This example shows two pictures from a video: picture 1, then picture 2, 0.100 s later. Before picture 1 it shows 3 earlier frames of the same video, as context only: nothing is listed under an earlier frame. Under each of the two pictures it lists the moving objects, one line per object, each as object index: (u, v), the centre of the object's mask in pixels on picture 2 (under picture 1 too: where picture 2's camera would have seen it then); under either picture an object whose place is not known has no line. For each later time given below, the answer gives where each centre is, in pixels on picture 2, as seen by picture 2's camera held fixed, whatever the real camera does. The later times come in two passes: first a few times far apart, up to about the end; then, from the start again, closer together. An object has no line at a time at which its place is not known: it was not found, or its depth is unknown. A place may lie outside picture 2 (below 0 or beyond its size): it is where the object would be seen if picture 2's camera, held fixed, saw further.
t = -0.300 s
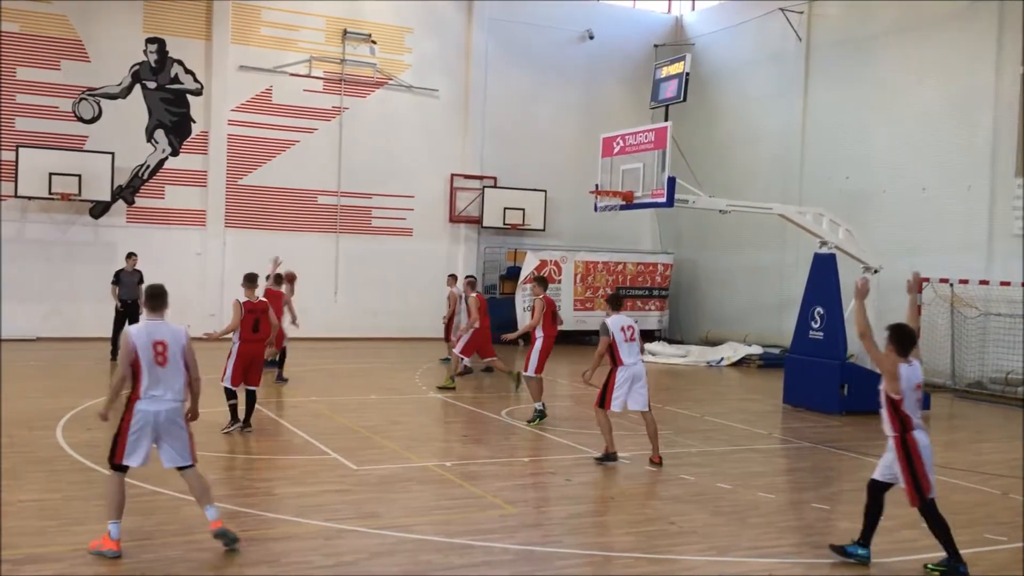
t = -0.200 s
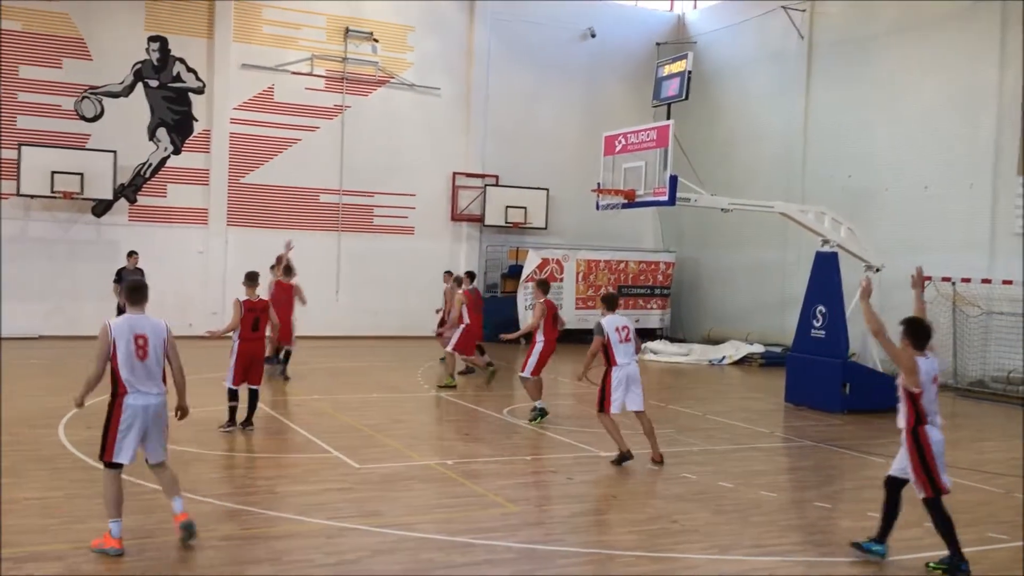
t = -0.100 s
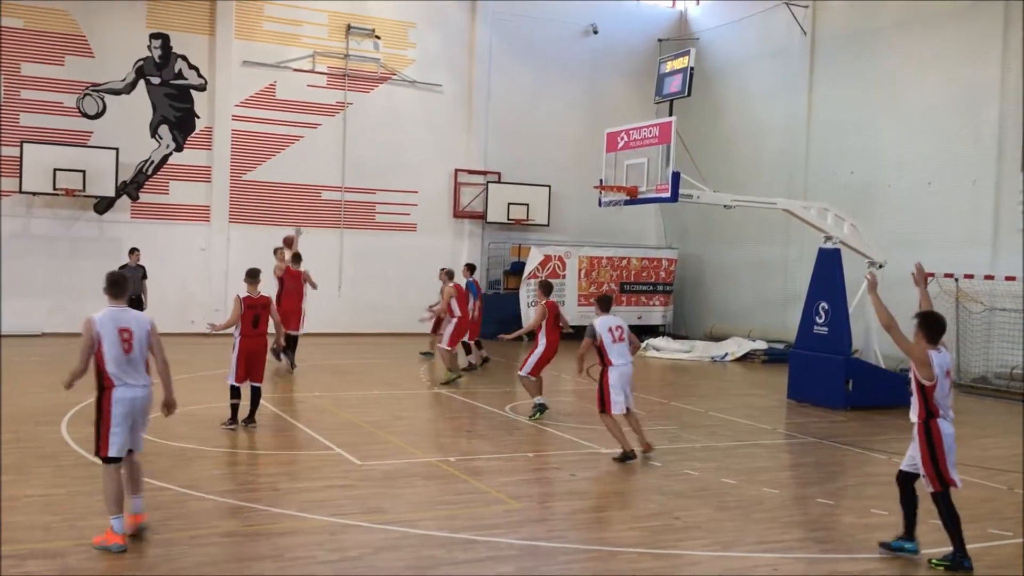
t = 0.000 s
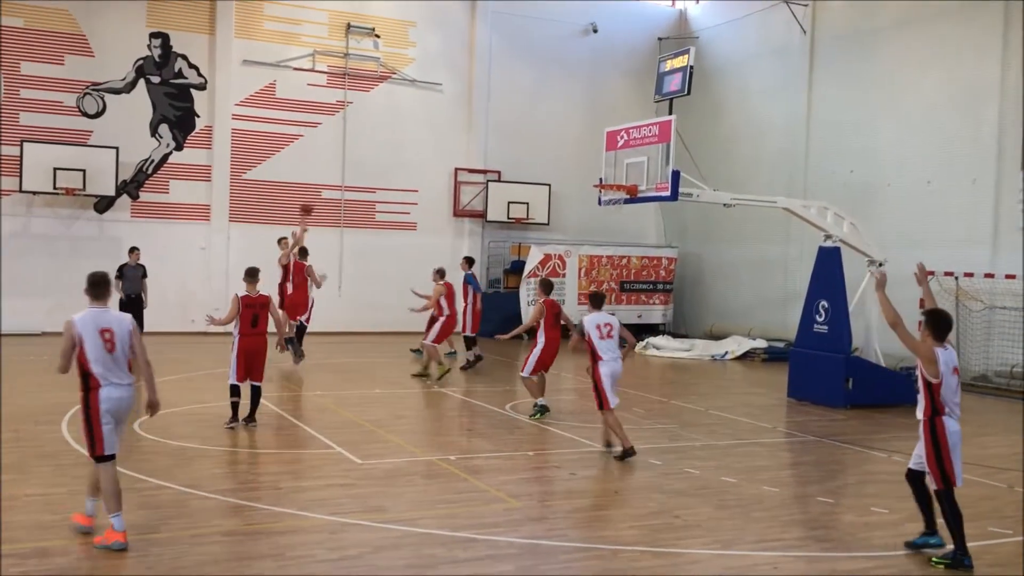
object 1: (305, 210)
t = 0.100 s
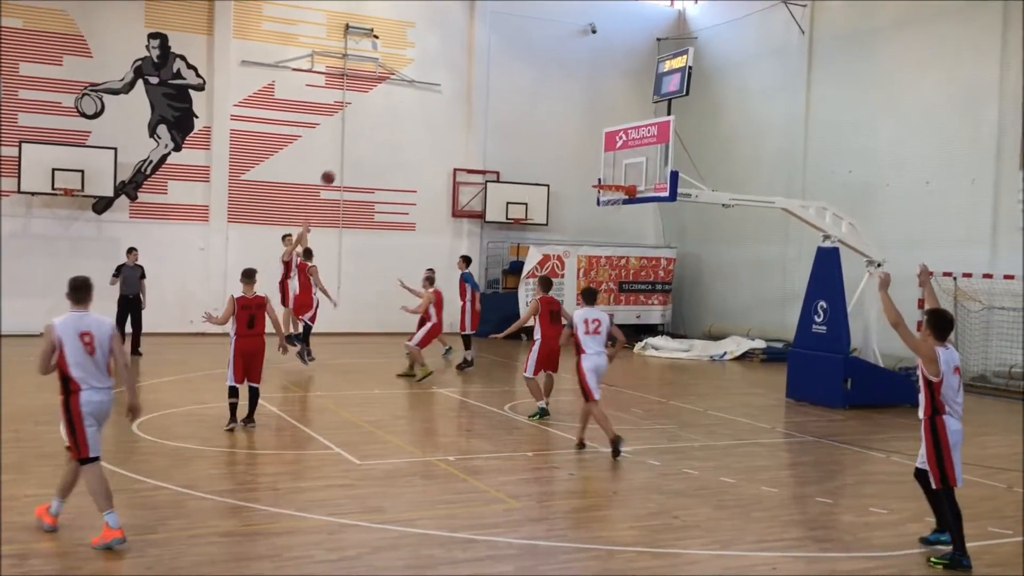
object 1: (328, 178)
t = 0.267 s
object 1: (367, 134)
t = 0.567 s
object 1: (441, 92)
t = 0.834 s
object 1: (512, 98)
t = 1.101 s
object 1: (589, 154)
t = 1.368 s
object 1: (580, 255)
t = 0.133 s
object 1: (335, 168)
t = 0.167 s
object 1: (343, 159)
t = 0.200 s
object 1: (351, 150)
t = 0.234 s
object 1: (359, 142)
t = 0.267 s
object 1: (367, 134)
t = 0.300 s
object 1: (375, 127)
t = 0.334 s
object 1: (383, 121)
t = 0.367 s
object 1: (391, 114)
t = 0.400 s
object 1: (399, 109)
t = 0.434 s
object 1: (408, 104)
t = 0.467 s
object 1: (416, 100)
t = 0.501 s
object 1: (424, 97)
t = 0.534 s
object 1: (433, 94)
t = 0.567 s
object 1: (441, 92)
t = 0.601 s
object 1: (450, 90)
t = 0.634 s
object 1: (459, 89)
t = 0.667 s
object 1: (467, 89)
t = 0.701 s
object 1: (476, 89)
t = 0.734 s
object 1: (485, 90)
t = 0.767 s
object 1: (494, 92)
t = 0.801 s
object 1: (503, 95)
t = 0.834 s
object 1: (512, 98)
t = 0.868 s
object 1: (521, 103)
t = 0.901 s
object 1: (531, 107)
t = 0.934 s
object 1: (540, 113)
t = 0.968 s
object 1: (550, 120)
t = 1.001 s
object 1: (559, 127)
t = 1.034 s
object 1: (569, 135)
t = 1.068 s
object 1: (579, 144)
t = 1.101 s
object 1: (589, 154)
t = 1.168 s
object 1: (609, 176)
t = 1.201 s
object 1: (616, 190)
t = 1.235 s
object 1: (609, 202)
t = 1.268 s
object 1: (601, 215)
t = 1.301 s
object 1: (594, 227)
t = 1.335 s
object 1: (587, 240)
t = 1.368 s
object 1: (580, 255)
